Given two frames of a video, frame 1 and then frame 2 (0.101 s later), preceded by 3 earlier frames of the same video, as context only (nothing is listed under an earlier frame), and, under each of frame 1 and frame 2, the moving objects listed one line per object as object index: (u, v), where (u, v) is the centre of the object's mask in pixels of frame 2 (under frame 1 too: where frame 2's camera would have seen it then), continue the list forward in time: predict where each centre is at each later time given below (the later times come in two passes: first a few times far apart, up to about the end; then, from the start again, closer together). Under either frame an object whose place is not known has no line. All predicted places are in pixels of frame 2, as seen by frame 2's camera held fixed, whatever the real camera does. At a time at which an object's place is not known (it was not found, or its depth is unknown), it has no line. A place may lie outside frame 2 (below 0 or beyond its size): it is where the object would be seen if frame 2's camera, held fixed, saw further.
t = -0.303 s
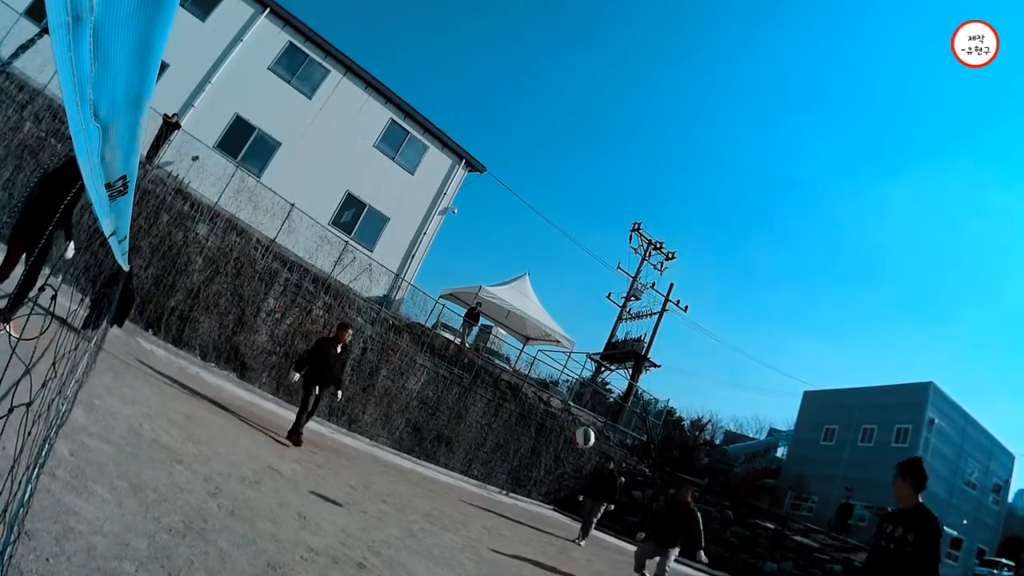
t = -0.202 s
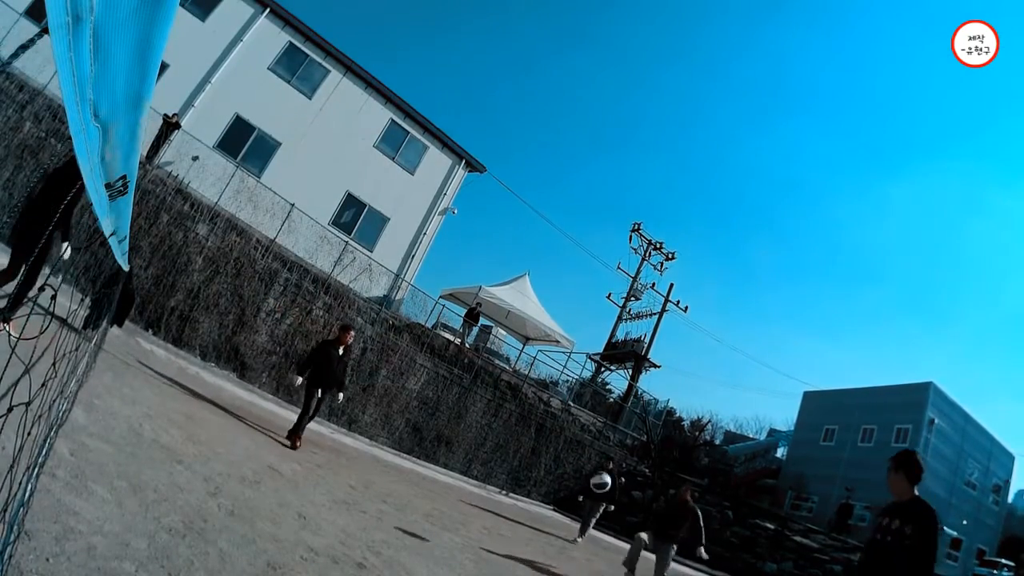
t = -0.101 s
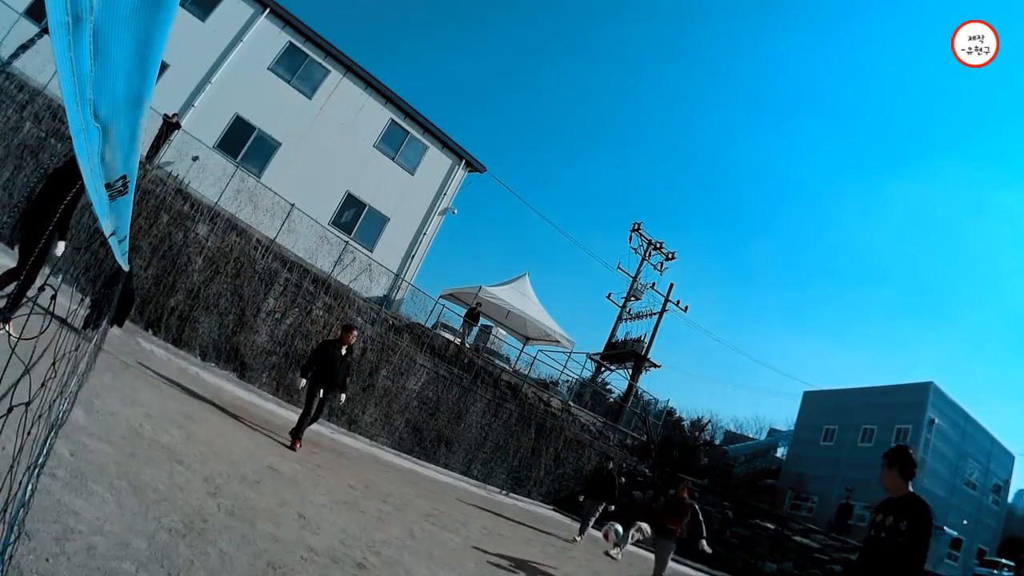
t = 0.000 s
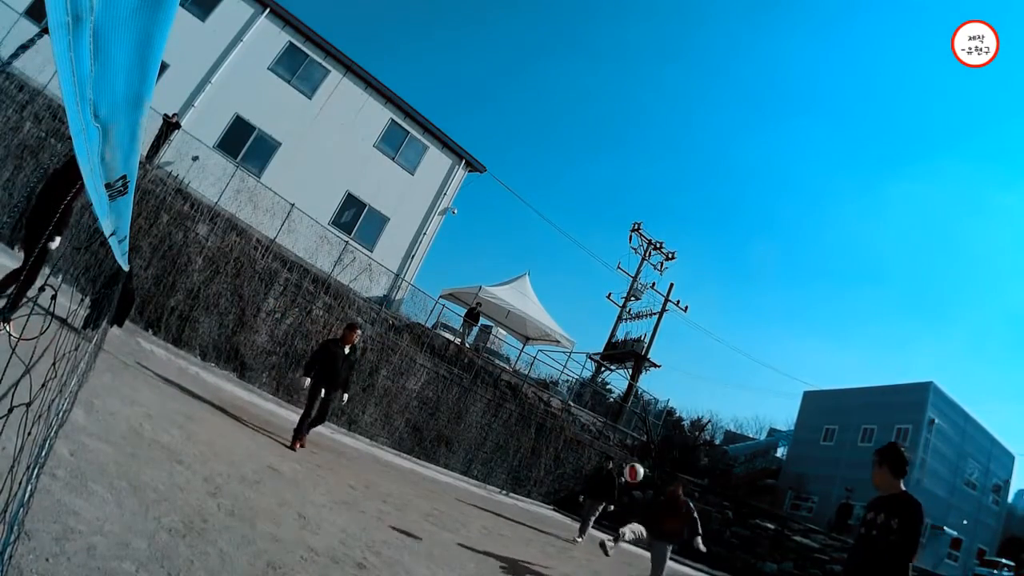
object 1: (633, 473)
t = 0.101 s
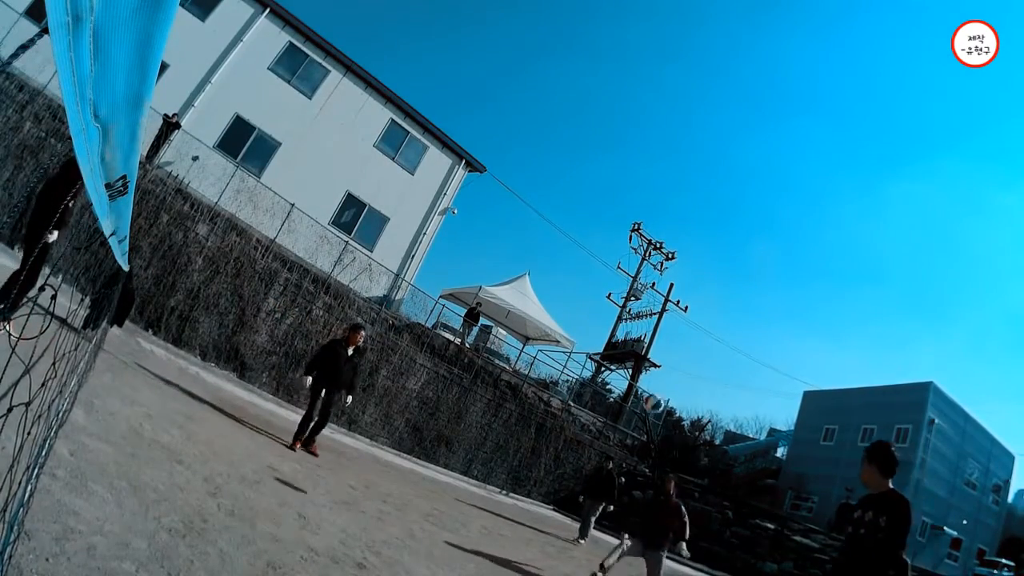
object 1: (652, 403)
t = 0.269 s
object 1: (676, 308)
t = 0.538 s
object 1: (694, 208)
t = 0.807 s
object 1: (694, 163)
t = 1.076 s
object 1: (677, 172)
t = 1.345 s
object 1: (631, 250)
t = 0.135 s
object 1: (658, 383)
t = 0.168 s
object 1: (664, 362)
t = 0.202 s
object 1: (668, 343)
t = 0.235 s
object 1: (672, 325)
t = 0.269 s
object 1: (676, 308)
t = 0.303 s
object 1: (680, 292)
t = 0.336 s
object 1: (683, 276)
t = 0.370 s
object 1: (686, 263)
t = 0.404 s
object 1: (688, 250)
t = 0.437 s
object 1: (690, 238)
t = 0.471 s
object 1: (692, 227)
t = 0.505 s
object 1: (693, 216)
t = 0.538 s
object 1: (694, 208)
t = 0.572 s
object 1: (695, 199)
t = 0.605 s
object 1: (696, 192)
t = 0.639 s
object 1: (696, 184)
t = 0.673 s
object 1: (696, 178)
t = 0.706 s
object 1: (696, 174)
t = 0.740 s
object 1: (696, 170)
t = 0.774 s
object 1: (695, 166)
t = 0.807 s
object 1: (694, 163)
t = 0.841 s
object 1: (693, 161)
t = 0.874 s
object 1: (692, 161)
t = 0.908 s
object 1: (690, 160)
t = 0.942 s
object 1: (688, 161)
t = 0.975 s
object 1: (686, 162)
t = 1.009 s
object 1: (683, 165)
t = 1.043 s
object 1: (680, 168)
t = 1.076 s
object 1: (677, 172)
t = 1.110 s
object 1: (673, 177)
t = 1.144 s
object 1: (669, 184)
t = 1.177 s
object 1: (664, 191)
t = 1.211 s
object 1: (659, 200)
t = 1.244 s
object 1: (653, 210)
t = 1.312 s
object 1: (639, 235)
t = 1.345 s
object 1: (631, 250)
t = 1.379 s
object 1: (622, 268)
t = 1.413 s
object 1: (613, 286)
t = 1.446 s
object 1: (602, 308)
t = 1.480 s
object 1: (590, 331)
